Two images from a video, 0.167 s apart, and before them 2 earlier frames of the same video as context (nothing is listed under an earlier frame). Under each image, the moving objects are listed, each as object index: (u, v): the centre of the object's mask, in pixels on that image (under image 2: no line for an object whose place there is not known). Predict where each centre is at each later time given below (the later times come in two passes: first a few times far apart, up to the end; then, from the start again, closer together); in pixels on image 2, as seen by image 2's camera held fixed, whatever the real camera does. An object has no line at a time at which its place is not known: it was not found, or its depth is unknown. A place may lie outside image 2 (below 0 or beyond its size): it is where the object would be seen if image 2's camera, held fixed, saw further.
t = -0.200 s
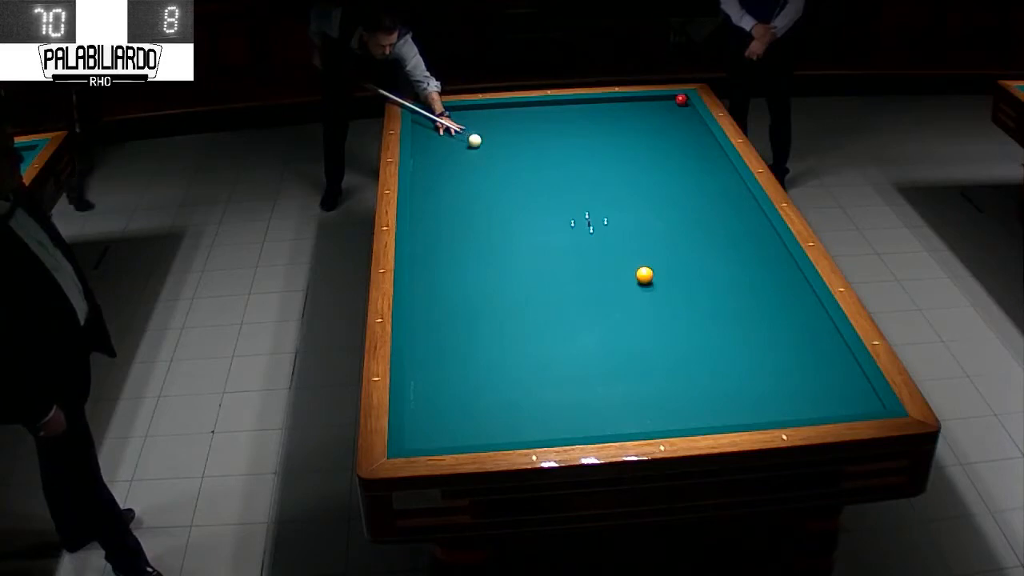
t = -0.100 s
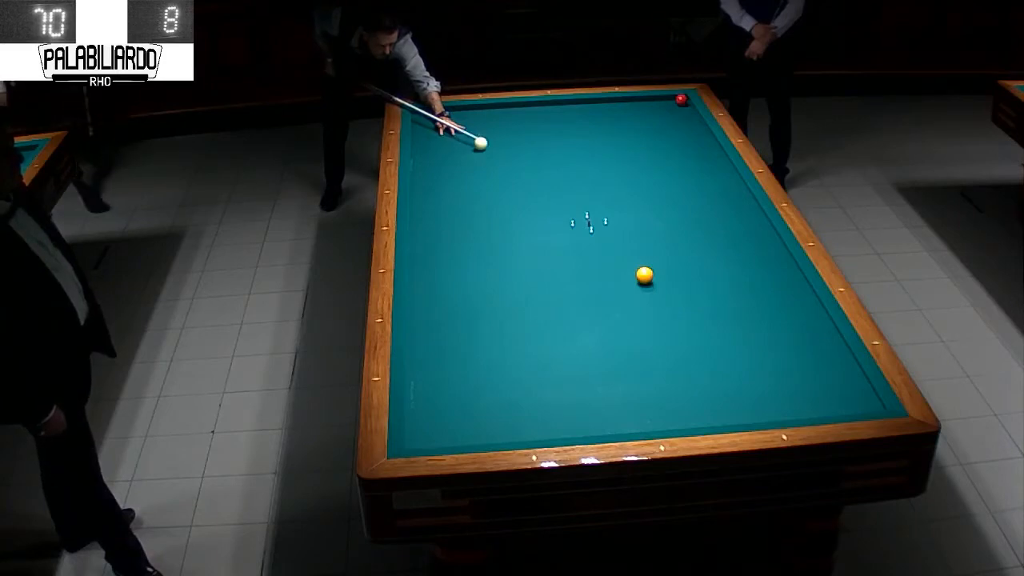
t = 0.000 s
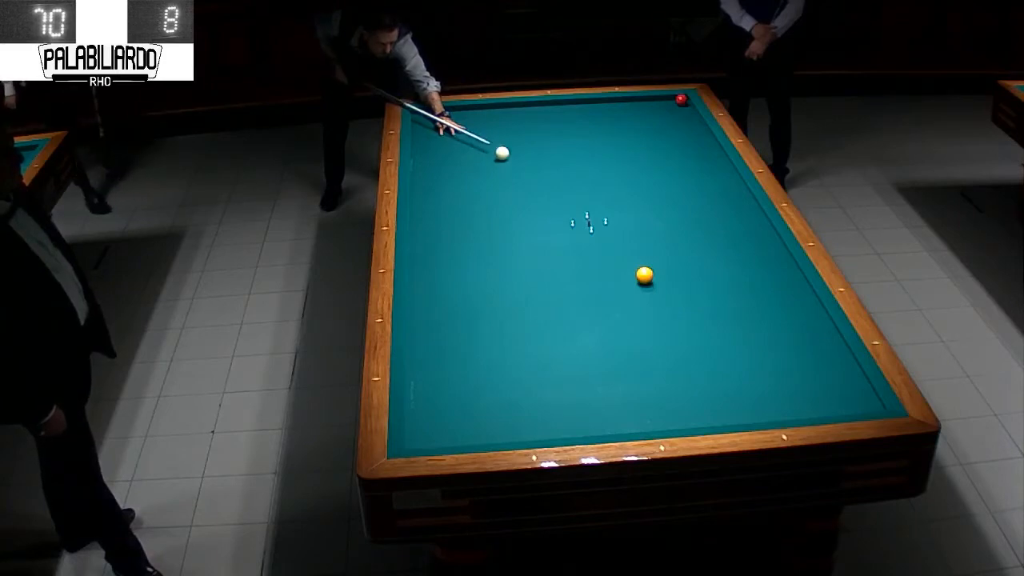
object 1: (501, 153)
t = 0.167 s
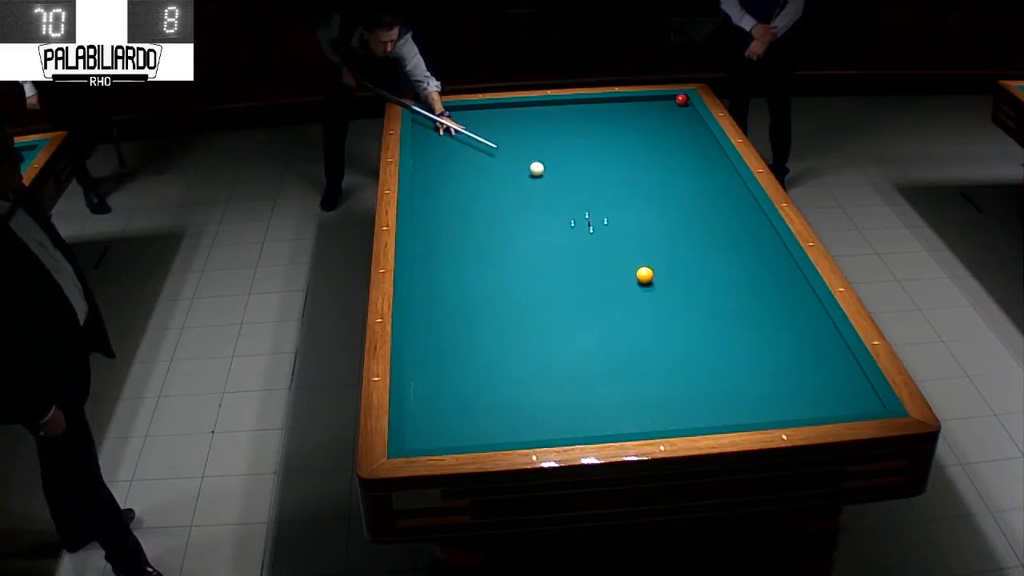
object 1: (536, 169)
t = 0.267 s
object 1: (558, 179)
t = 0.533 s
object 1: (621, 207)
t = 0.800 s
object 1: (690, 240)
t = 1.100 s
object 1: (775, 281)
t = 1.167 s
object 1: (795, 291)
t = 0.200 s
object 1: (543, 172)
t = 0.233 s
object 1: (551, 175)
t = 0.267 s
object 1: (558, 179)
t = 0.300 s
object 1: (566, 182)
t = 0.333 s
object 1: (573, 186)
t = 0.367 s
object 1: (581, 189)
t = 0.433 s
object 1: (596, 196)
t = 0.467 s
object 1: (604, 200)
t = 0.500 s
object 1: (612, 204)
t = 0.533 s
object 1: (621, 207)
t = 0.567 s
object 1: (629, 211)
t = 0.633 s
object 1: (646, 219)
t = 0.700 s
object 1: (663, 227)
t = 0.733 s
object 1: (672, 232)
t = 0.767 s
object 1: (680, 236)
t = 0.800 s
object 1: (690, 240)
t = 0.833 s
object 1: (699, 244)
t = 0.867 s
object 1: (708, 249)
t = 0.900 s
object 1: (717, 253)
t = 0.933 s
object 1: (727, 257)
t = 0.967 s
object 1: (736, 262)
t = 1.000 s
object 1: (746, 267)
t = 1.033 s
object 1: (755, 271)
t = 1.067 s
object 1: (765, 276)
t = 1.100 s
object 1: (775, 281)
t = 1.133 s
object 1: (785, 286)
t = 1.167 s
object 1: (795, 291)
